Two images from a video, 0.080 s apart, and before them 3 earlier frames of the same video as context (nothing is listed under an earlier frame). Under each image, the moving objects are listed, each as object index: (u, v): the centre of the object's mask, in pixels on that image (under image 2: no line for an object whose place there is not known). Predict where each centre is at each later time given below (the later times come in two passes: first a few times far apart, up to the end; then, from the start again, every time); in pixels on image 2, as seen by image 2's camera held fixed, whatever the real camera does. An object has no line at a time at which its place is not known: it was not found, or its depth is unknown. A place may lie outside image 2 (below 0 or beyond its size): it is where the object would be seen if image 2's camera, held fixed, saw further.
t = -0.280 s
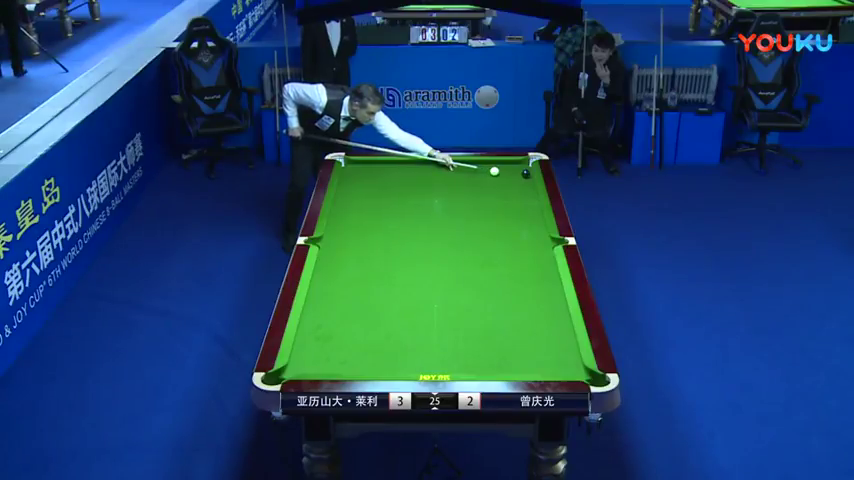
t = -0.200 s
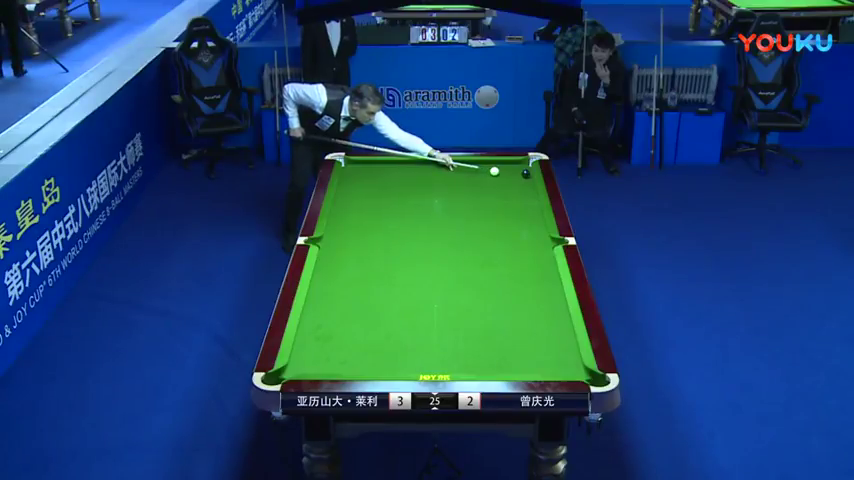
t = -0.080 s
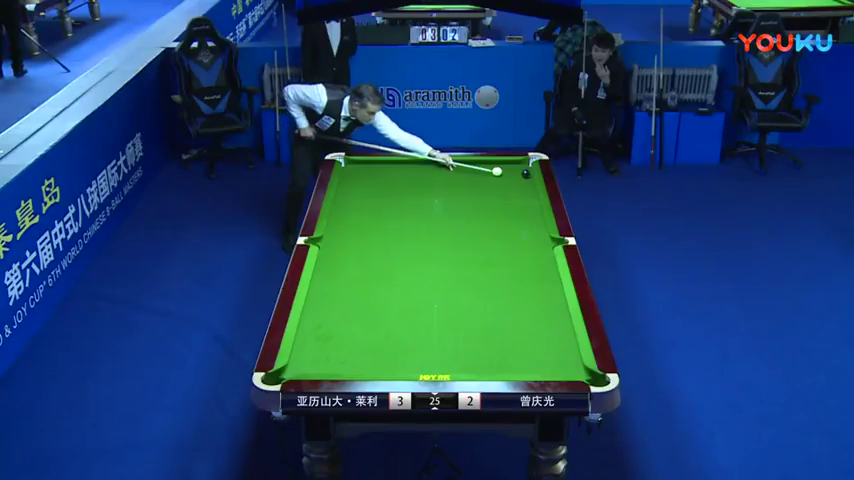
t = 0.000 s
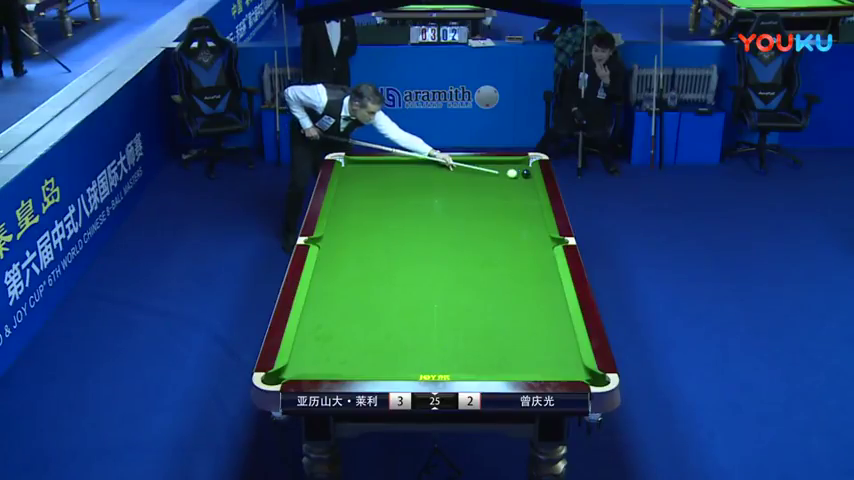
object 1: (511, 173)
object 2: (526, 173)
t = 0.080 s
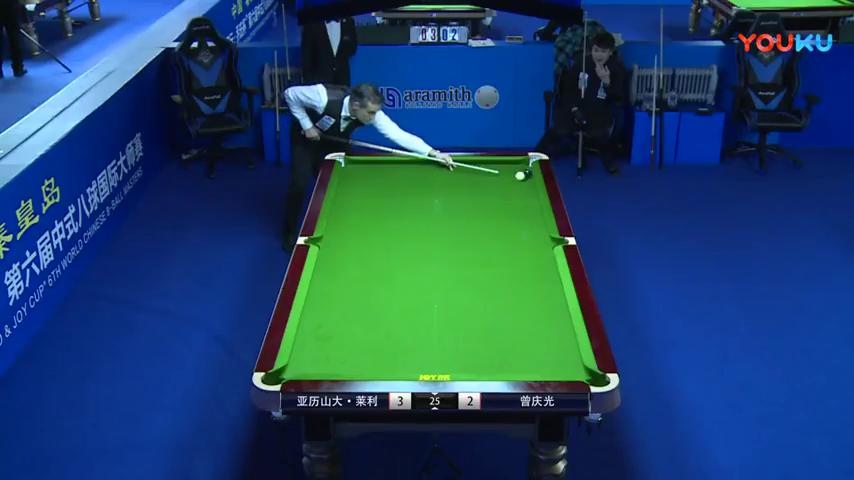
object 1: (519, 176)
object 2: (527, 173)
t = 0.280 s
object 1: (529, 183)
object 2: (512, 171)
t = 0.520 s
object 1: (521, 192)
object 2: (496, 169)
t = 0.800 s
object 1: (512, 203)
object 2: (479, 167)
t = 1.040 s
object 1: (504, 212)
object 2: (464, 167)
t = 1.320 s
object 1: (494, 223)
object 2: (448, 165)
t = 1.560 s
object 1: (486, 232)
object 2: (436, 164)
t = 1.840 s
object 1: (476, 244)
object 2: (422, 163)
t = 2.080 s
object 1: (467, 253)
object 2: (413, 163)
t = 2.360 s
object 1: (457, 265)
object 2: (403, 164)
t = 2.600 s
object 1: (448, 274)
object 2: (395, 165)
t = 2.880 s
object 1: (438, 285)
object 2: (386, 165)
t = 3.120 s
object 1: (429, 294)
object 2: (380, 166)
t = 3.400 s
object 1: (419, 305)
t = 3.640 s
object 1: (411, 314)
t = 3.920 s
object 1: (401, 324)
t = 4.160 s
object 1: (393, 332)
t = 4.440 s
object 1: (384, 342)
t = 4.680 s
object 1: (376, 349)
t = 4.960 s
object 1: (368, 358)
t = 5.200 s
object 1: (361, 364)
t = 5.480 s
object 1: (354, 369)
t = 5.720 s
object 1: (352, 367)
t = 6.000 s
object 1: (349, 365)
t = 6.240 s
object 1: (347, 363)
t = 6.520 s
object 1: (345, 362)
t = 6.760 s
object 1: (344, 361)
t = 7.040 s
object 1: (343, 361)
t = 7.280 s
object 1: (344, 361)
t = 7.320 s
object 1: (344, 360)
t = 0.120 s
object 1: (522, 177)
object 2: (524, 171)
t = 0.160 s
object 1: (524, 177)
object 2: (521, 172)
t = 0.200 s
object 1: (528, 180)
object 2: (518, 172)
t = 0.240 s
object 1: (530, 181)
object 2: (515, 171)
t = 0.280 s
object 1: (529, 183)
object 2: (512, 171)
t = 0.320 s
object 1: (527, 184)
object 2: (510, 171)
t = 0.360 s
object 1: (526, 186)
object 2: (507, 170)
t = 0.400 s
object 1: (525, 187)
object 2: (504, 170)
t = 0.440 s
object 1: (524, 189)
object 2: (501, 170)
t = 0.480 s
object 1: (522, 190)
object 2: (499, 170)
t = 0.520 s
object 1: (521, 192)
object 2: (496, 169)
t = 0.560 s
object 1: (520, 193)
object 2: (494, 169)
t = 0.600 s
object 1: (518, 195)
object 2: (491, 169)
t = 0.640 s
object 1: (517, 197)
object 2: (488, 169)
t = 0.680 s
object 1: (516, 198)
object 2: (486, 168)
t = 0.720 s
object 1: (514, 200)
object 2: (484, 168)
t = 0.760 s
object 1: (513, 201)
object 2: (481, 168)
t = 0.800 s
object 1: (512, 203)
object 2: (479, 167)
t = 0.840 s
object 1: (510, 204)
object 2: (476, 167)
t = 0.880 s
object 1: (509, 206)
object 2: (474, 167)
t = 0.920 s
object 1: (508, 207)
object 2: (471, 167)
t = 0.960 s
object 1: (506, 209)
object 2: (469, 167)
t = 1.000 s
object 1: (505, 210)
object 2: (467, 167)
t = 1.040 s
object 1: (504, 212)
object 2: (464, 167)
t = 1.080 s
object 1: (502, 214)
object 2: (462, 167)
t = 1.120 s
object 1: (501, 215)
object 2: (460, 166)
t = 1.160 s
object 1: (499, 217)
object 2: (458, 166)
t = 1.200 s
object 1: (498, 218)
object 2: (455, 166)
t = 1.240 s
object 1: (497, 220)
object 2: (453, 166)
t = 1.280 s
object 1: (496, 221)
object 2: (451, 165)
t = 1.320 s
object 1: (494, 223)
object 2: (448, 165)
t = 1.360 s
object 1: (493, 225)
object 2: (446, 165)
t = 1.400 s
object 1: (491, 226)
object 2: (444, 165)
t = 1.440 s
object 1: (490, 228)
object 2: (442, 164)
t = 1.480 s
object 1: (489, 229)
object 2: (440, 164)
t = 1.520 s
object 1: (487, 231)
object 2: (437, 164)
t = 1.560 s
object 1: (486, 232)
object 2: (436, 164)
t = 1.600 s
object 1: (484, 234)
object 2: (434, 164)
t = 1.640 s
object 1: (483, 236)
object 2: (432, 164)
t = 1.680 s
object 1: (481, 237)
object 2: (430, 164)
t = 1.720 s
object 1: (480, 239)
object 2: (428, 163)
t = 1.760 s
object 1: (479, 241)
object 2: (426, 163)
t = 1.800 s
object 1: (477, 242)
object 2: (424, 163)
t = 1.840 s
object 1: (476, 244)
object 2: (422, 163)
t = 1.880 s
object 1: (474, 245)
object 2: (421, 163)
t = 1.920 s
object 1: (473, 247)
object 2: (419, 163)
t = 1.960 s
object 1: (471, 249)
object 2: (418, 163)
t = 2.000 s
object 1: (470, 250)
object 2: (416, 163)
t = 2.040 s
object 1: (469, 252)
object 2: (415, 163)
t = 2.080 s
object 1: (467, 253)
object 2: (413, 163)
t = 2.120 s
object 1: (466, 255)
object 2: (411, 164)
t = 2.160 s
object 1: (464, 256)
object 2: (410, 164)
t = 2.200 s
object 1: (463, 258)
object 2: (408, 164)
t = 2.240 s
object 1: (461, 260)
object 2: (407, 164)
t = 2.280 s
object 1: (460, 262)
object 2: (406, 164)
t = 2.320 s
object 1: (458, 263)
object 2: (405, 164)
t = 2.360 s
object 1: (457, 265)
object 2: (403, 164)
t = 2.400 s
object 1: (456, 266)
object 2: (402, 164)
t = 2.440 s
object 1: (454, 268)
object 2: (400, 164)
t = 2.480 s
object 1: (453, 269)
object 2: (399, 164)
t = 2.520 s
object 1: (452, 271)
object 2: (398, 164)
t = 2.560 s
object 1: (450, 273)
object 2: (396, 165)
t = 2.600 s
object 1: (448, 274)
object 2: (395, 165)
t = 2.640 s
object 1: (447, 276)
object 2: (394, 165)
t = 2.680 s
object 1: (445, 277)
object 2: (392, 165)
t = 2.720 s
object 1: (444, 279)
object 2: (391, 165)
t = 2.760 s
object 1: (443, 280)
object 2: (390, 165)
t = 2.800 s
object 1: (441, 282)
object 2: (389, 165)
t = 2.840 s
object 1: (440, 283)
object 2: (388, 165)
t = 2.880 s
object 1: (438, 285)
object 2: (386, 165)
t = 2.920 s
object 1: (437, 287)
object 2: (385, 165)
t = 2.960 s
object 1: (435, 288)
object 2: (384, 165)
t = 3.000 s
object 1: (434, 290)
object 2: (383, 166)
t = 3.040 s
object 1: (432, 291)
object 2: (382, 165)
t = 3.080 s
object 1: (431, 293)
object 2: (381, 166)
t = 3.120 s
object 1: (429, 294)
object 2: (380, 166)
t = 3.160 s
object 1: (428, 296)
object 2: (379, 166)
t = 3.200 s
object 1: (426, 297)
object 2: (378, 166)
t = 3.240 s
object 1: (425, 299)
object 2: (377, 165)
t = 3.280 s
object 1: (423, 300)
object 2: (376, 166)
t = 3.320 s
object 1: (422, 302)
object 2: (375, 166)
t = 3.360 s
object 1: (421, 303)
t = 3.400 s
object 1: (419, 305)
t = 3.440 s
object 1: (418, 306)
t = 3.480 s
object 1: (416, 308)
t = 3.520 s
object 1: (415, 309)
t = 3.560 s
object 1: (414, 311)
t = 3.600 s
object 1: (412, 312)
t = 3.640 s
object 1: (411, 314)
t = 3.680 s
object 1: (409, 315)
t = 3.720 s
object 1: (408, 317)
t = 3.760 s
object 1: (406, 318)
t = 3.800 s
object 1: (405, 320)
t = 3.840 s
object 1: (404, 321)
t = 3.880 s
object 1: (402, 323)
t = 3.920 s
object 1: (401, 324)
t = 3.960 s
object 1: (400, 325)
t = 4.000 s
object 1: (398, 327)
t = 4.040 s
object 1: (397, 328)
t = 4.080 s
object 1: (396, 330)
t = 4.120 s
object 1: (394, 331)
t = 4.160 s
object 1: (393, 332)
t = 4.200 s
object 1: (391, 334)
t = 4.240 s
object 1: (390, 335)
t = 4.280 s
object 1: (389, 336)
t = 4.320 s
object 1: (388, 338)
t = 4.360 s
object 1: (386, 339)
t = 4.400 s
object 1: (385, 340)
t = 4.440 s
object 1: (384, 342)
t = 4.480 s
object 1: (382, 343)
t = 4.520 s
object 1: (381, 344)
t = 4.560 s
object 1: (380, 346)
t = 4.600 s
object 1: (379, 347)
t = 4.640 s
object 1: (378, 348)
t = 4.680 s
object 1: (376, 349)
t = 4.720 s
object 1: (375, 351)
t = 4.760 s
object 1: (374, 352)
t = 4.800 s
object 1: (373, 353)
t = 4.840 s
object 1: (372, 354)
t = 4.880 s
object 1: (371, 356)
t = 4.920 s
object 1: (369, 357)
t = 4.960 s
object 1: (368, 358)
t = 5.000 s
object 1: (367, 359)
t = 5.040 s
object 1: (366, 361)
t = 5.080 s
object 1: (365, 361)
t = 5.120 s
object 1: (364, 362)
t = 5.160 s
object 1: (363, 364)
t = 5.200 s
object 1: (361, 364)
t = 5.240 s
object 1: (361, 365)
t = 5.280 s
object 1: (360, 366)
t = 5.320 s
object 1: (358, 366)
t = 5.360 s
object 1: (357, 367)
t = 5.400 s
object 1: (356, 368)
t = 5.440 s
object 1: (355, 368)
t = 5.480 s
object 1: (354, 369)
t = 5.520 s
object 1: (354, 369)
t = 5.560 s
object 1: (353, 368)
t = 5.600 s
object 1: (353, 368)
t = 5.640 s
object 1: (352, 368)
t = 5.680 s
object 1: (352, 367)
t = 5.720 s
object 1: (352, 367)
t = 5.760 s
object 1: (351, 366)
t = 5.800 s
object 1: (351, 366)
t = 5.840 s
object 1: (350, 366)
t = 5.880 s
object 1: (350, 366)
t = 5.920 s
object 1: (350, 365)
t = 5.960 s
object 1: (349, 365)
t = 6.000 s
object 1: (349, 365)
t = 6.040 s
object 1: (349, 365)
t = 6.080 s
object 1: (348, 364)
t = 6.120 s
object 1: (348, 364)
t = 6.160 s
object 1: (347, 364)
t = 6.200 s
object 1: (347, 364)
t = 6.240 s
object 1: (347, 363)
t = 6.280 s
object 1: (347, 363)
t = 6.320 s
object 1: (346, 363)
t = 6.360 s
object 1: (346, 363)
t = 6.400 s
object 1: (345, 363)
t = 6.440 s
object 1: (345, 362)
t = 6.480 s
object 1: (345, 362)
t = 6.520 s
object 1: (345, 362)
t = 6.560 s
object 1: (344, 362)
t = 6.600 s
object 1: (344, 362)
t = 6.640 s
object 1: (344, 361)
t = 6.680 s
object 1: (344, 361)
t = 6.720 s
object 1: (344, 361)
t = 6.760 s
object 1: (344, 361)
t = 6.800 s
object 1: (343, 361)
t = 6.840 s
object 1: (343, 361)
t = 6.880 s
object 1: (343, 361)
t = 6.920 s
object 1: (343, 361)
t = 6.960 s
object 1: (343, 361)
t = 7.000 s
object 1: (343, 361)
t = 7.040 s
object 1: (343, 361)
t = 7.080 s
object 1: (343, 361)
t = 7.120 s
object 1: (343, 361)
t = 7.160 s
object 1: (344, 361)
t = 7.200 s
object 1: (344, 361)
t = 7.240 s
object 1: (344, 361)
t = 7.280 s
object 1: (344, 361)
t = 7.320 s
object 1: (344, 360)
